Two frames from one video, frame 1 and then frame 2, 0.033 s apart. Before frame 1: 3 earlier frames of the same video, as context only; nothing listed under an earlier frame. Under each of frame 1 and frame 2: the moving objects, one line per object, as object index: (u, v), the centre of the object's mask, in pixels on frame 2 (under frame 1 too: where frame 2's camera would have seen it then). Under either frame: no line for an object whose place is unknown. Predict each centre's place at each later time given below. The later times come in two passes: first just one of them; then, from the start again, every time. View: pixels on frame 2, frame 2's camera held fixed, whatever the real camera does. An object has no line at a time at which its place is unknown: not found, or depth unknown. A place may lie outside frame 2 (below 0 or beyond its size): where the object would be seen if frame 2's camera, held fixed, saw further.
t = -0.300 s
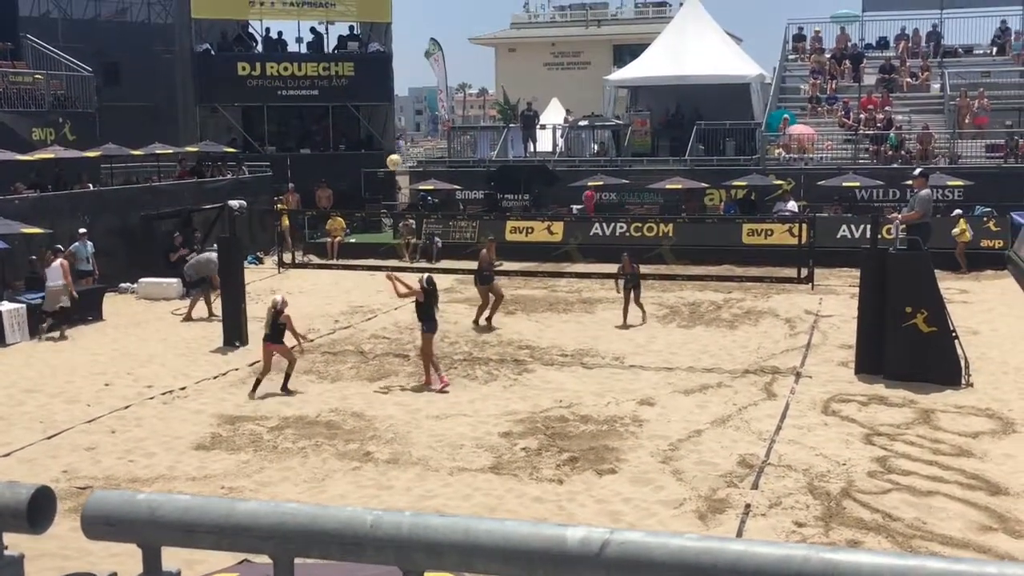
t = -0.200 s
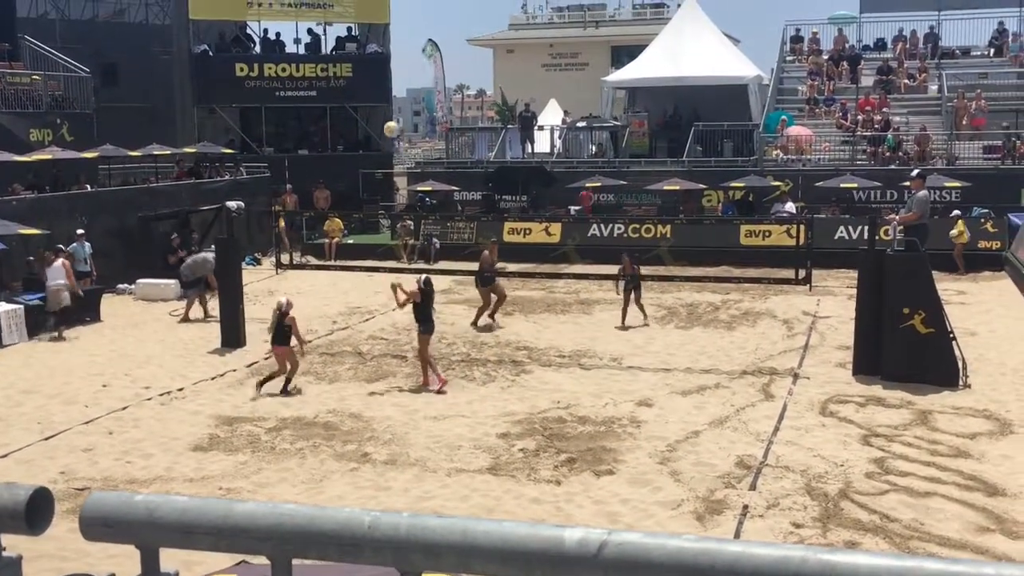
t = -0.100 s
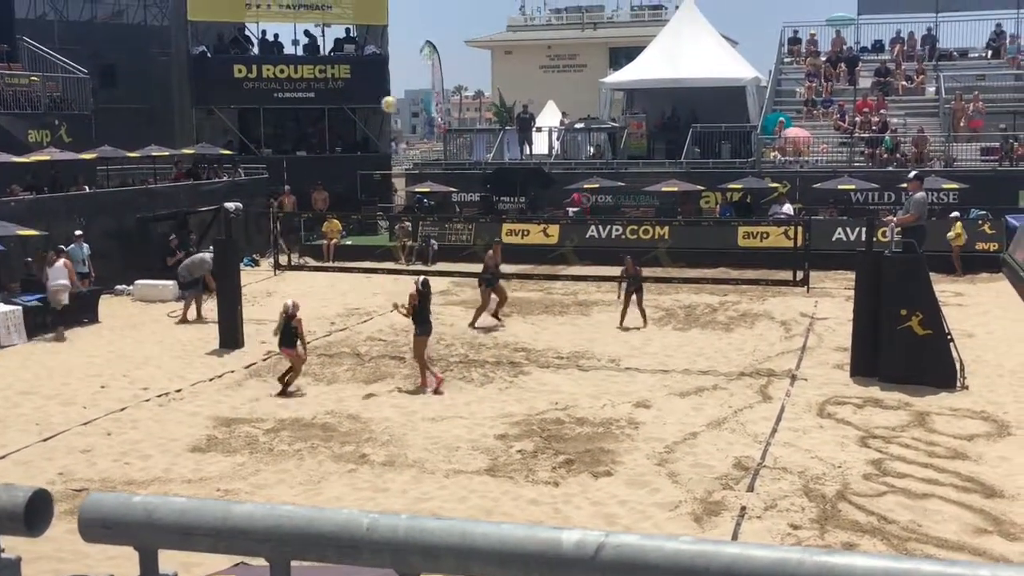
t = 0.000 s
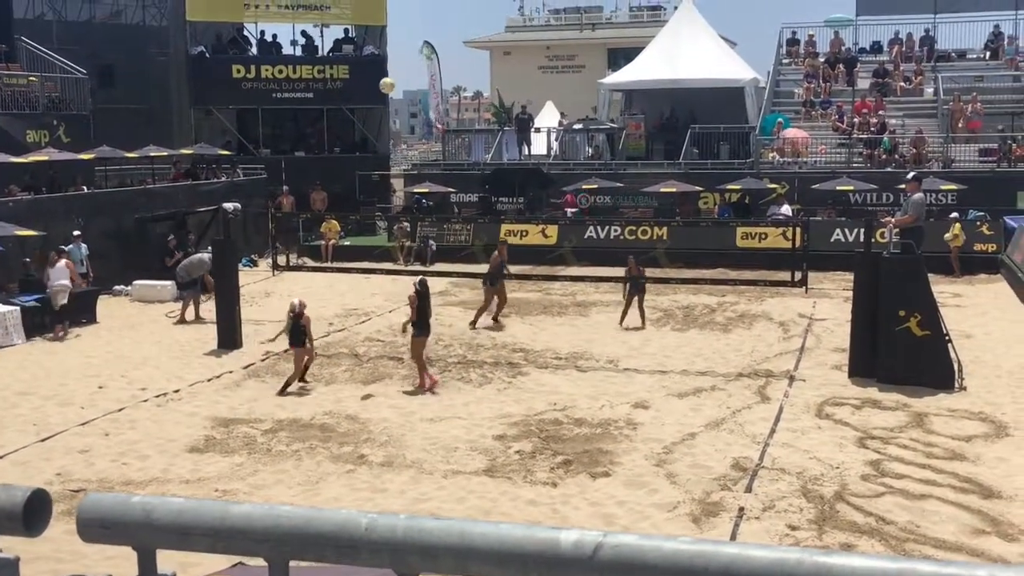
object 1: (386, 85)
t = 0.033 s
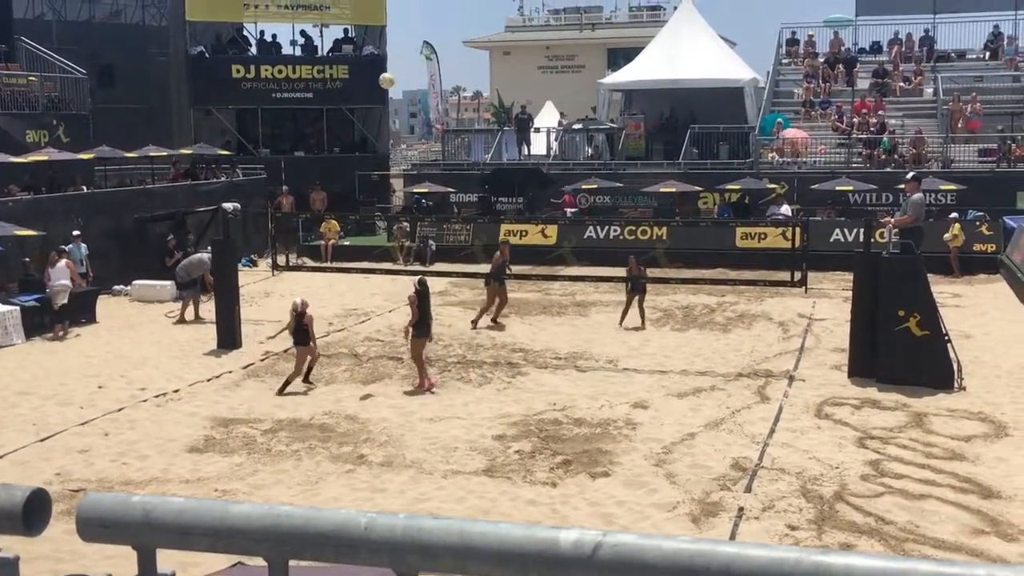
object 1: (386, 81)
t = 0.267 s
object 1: (386, 69)
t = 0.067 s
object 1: (386, 76)
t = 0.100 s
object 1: (386, 73)
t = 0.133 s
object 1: (386, 71)
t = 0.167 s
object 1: (386, 69)
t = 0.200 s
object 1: (386, 68)
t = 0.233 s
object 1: (386, 68)
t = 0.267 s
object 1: (386, 69)
